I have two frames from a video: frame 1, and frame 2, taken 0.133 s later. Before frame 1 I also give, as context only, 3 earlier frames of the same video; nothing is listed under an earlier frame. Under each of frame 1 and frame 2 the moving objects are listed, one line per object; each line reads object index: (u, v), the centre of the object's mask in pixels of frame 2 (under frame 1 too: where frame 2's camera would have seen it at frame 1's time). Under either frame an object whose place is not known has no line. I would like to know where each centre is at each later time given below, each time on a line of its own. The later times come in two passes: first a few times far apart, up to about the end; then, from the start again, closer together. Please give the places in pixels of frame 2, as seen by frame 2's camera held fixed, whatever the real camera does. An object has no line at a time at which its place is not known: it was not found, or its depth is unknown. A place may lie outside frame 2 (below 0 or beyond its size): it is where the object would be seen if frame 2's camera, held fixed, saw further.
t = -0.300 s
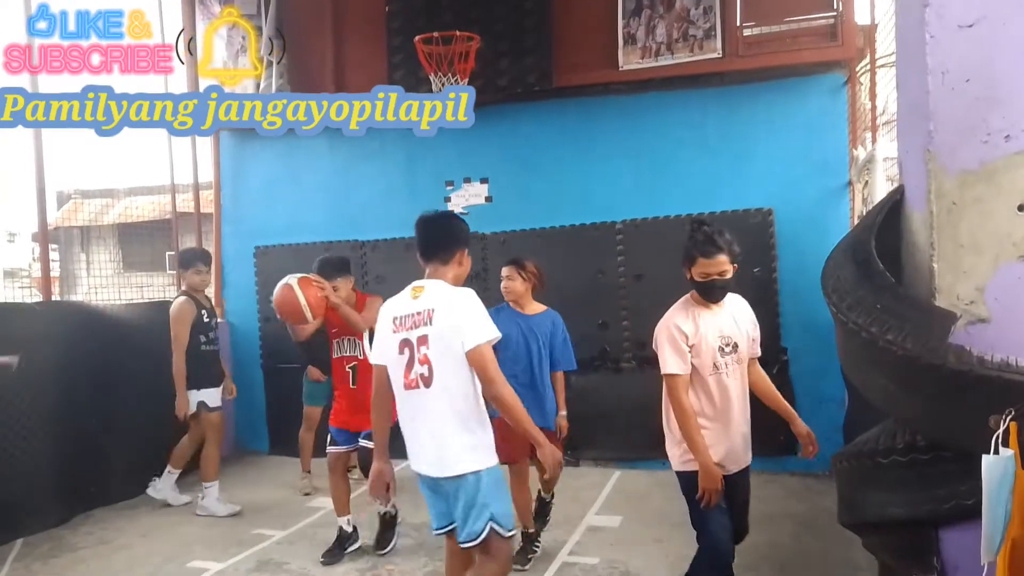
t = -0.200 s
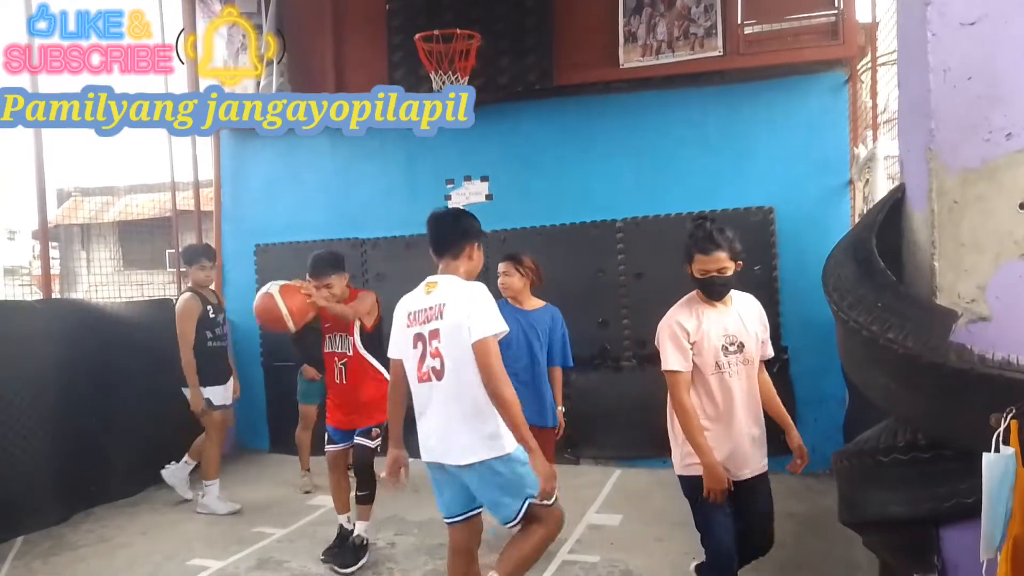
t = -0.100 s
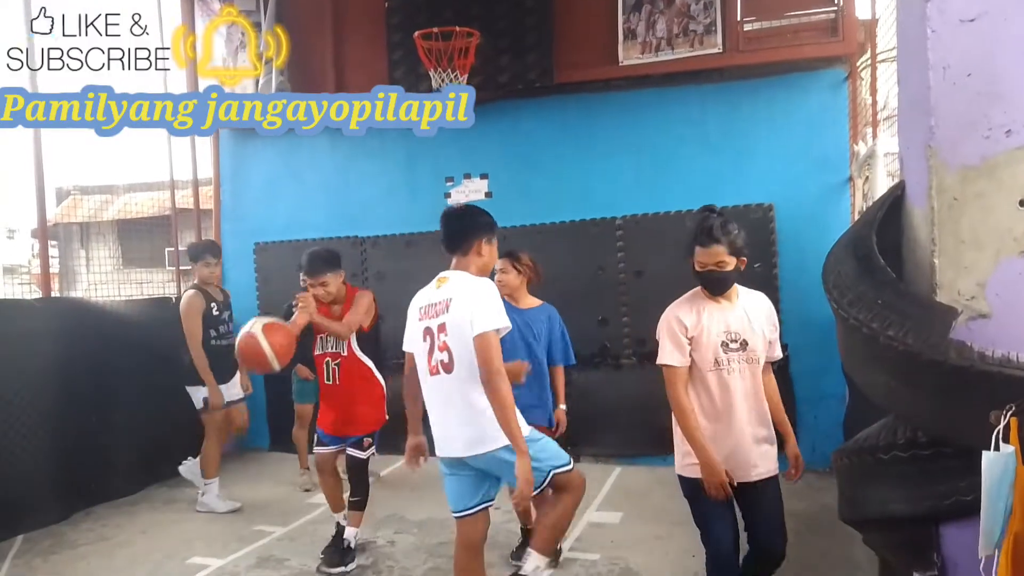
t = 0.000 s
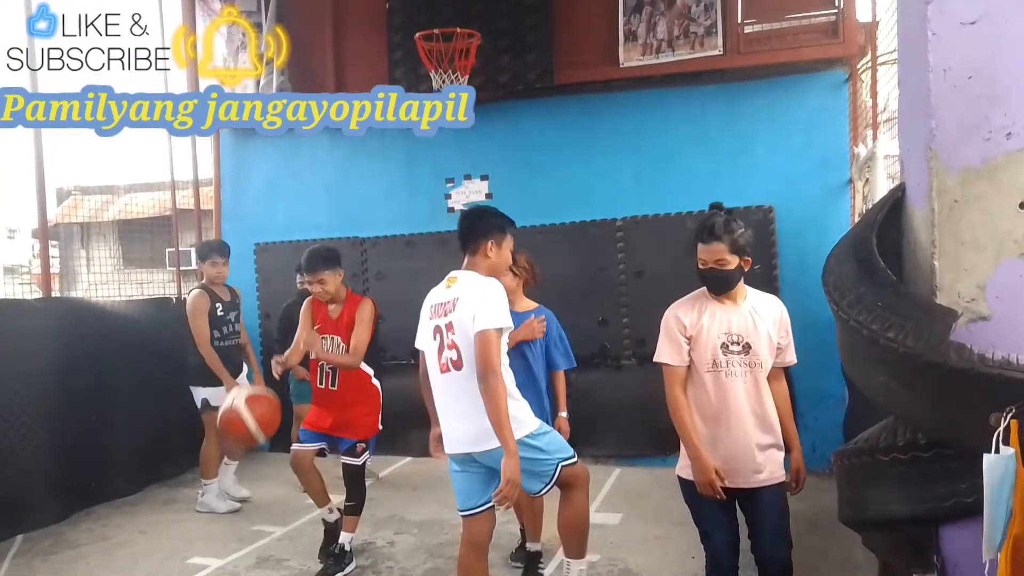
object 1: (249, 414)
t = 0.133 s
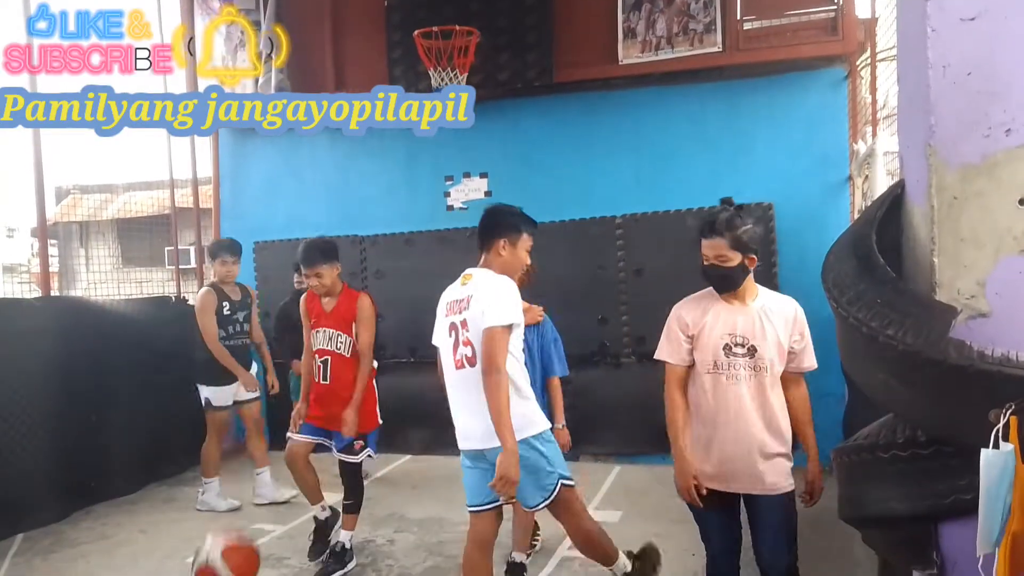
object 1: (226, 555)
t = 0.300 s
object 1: (204, 563)
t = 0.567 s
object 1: (174, 454)
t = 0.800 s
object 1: (153, 525)
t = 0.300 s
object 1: (204, 563)
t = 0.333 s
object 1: (199, 550)
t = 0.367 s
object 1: (194, 529)
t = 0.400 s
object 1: (190, 509)
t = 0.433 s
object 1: (187, 491)
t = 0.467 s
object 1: (184, 477)
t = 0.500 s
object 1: (180, 466)
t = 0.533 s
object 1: (177, 458)
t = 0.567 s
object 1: (174, 454)
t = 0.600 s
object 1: (171, 453)
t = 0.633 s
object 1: (168, 455)
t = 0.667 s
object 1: (165, 461)
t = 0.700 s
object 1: (161, 470)
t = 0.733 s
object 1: (158, 484)
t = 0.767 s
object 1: (156, 502)
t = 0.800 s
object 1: (153, 525)
